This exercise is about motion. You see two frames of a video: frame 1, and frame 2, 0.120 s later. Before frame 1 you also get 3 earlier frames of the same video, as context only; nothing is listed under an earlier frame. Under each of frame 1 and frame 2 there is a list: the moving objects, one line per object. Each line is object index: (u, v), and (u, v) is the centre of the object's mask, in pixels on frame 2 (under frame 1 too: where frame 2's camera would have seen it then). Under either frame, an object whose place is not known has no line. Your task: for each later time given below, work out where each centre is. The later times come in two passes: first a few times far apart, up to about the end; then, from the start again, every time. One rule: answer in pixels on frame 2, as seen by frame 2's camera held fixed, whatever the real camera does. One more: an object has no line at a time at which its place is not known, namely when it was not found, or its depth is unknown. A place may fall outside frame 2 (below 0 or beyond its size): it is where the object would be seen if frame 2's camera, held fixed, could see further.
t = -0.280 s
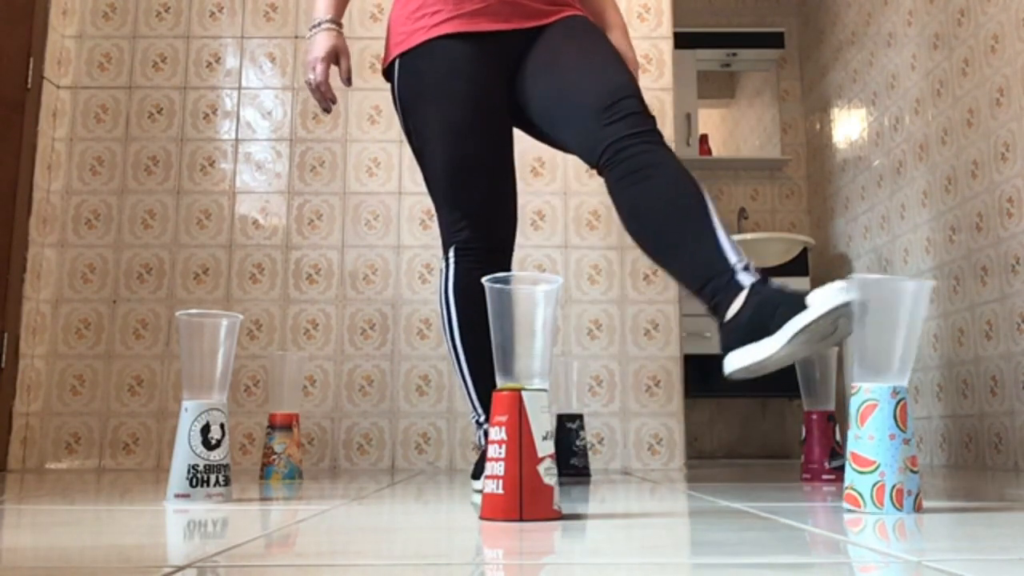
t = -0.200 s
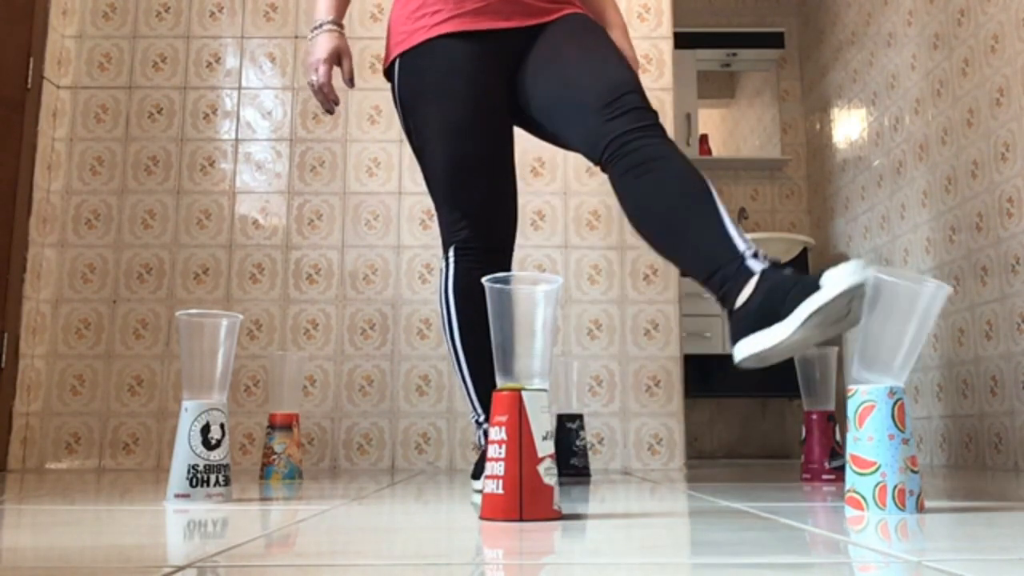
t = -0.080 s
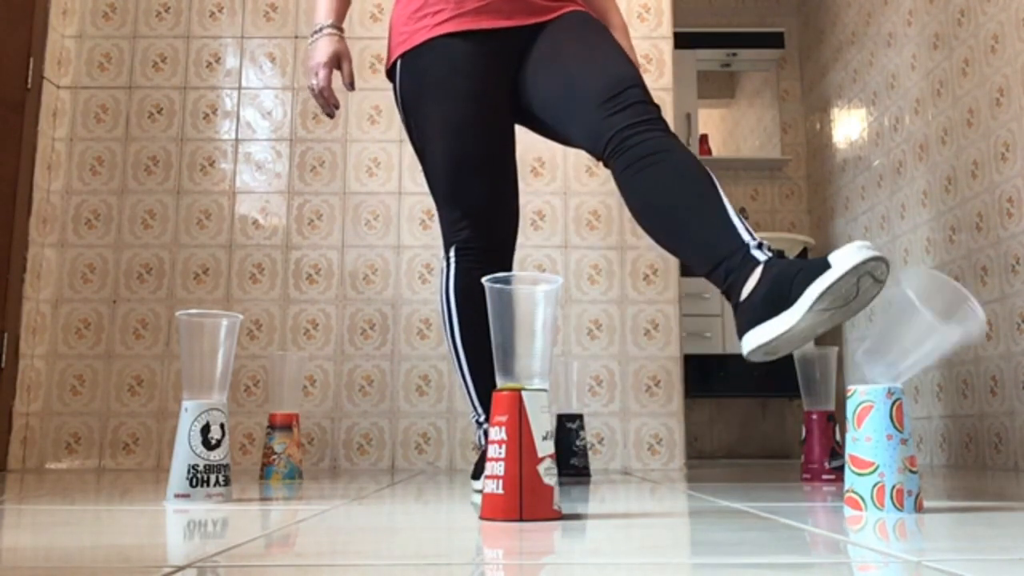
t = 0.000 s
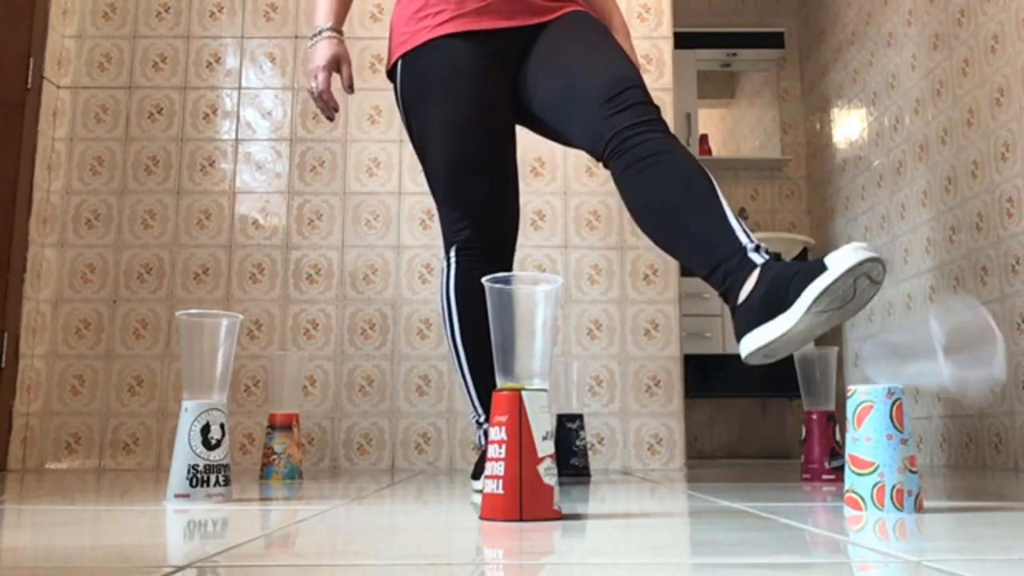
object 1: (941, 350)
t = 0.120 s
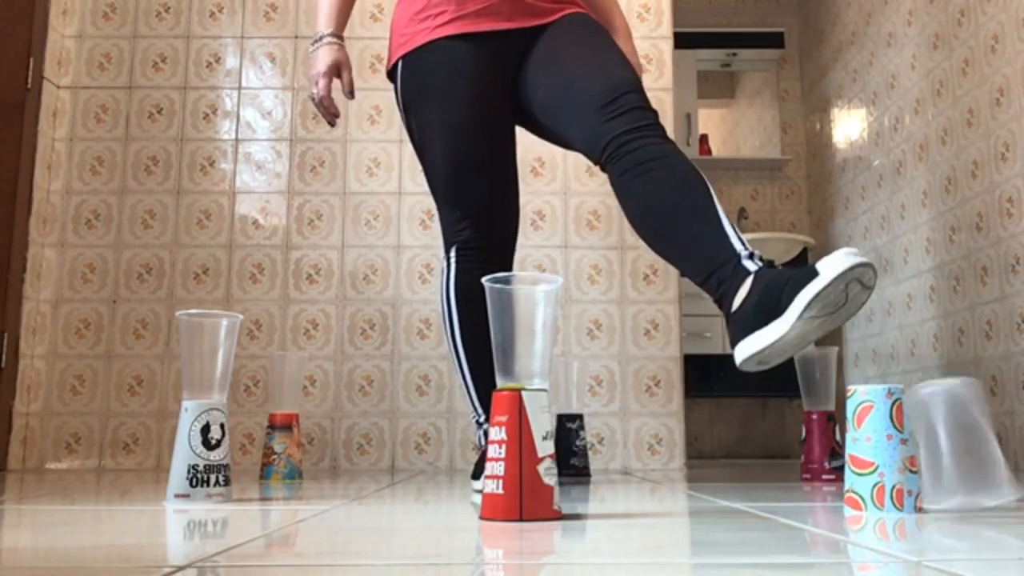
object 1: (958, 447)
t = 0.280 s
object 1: (978, 458)
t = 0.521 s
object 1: (995, 474)
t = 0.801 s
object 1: (999, 479)
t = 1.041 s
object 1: (991, 483)
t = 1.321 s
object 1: (984, 486)
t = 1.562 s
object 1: (979, 488)
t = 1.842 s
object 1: (977, 490)
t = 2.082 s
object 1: (976, 491)
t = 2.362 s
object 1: (975, 491)
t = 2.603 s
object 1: (976, 490)
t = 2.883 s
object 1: (978, 488)
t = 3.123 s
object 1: (981, 487)
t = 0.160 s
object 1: (964, 452)
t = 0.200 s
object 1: (971, 441)
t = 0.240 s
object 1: (978, 449)
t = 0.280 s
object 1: (978, 458)
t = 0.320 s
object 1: (978, 460)
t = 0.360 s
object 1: (980, 471)
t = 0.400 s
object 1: (984, 477)
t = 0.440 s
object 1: (991, 474)
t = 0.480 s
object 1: (993, 474)
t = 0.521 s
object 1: (995, 474)
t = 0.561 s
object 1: (996, 475)
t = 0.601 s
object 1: (999, 478)
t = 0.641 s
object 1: (1000, 476)
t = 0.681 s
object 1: (1000, 477)
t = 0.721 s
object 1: (1001, 479)
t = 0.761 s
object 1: (1000, 478)
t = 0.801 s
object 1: (999, 479)
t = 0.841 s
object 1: (998, 481)
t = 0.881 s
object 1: (997, 481)
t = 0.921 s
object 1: (996, 482)
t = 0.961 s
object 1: (994, 482)
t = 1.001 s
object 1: (993, 483)
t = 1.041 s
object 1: (991, 483)
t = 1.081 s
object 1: (990, 484)
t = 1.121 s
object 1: (989, 484)
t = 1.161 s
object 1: (988, 484)
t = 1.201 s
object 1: (987, 485)
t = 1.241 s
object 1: (985, 486)
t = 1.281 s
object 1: (984, 486)
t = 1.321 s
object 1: (984, 486)
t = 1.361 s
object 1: (983, 487)
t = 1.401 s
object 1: (982, 487)
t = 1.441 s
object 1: (982, 487)
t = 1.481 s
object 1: (980, 488)
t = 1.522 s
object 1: (980, 488)
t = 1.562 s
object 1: (979, 488)
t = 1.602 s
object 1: (979, 488)
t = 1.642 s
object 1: (978, 489)
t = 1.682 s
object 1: (978, 489)
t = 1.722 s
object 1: (977, 489)
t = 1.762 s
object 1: (977, 490)
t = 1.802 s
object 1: (977, 490)
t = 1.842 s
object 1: (977, 490)
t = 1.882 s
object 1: (976, 490)
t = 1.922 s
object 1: (976, 490)
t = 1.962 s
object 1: (976, 491)
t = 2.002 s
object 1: (976, 491)
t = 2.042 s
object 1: (976, 491)
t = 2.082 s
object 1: (976, 491)
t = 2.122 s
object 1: (976, 491)
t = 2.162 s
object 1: (975, 491)
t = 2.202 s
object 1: (975, 491)
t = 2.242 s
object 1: (975, 491)
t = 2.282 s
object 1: (976, 491)
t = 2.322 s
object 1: (975, 491)
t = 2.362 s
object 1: (975, 491)
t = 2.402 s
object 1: (975, 491)
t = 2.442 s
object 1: (976, 491)
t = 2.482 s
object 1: (976, 490)
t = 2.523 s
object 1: (976, 490)
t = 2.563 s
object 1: (976, 490)
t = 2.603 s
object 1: (976, 490)
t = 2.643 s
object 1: (976, 490)
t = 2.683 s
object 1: (977, 490)
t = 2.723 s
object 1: (977, 490)
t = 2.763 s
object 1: (977, 489)
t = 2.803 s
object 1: (977, 489)
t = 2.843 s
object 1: (977, 489)
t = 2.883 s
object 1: (978, 488)
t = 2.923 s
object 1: (978, 488)
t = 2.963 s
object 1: (979, 488)
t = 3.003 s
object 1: (979, 488)
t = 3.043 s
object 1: (979, 488)
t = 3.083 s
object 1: (980, 487)
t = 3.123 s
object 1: (981, 487)
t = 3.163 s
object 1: (981, 487)
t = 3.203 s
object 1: (982, 487)
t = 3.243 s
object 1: (982, 486)
